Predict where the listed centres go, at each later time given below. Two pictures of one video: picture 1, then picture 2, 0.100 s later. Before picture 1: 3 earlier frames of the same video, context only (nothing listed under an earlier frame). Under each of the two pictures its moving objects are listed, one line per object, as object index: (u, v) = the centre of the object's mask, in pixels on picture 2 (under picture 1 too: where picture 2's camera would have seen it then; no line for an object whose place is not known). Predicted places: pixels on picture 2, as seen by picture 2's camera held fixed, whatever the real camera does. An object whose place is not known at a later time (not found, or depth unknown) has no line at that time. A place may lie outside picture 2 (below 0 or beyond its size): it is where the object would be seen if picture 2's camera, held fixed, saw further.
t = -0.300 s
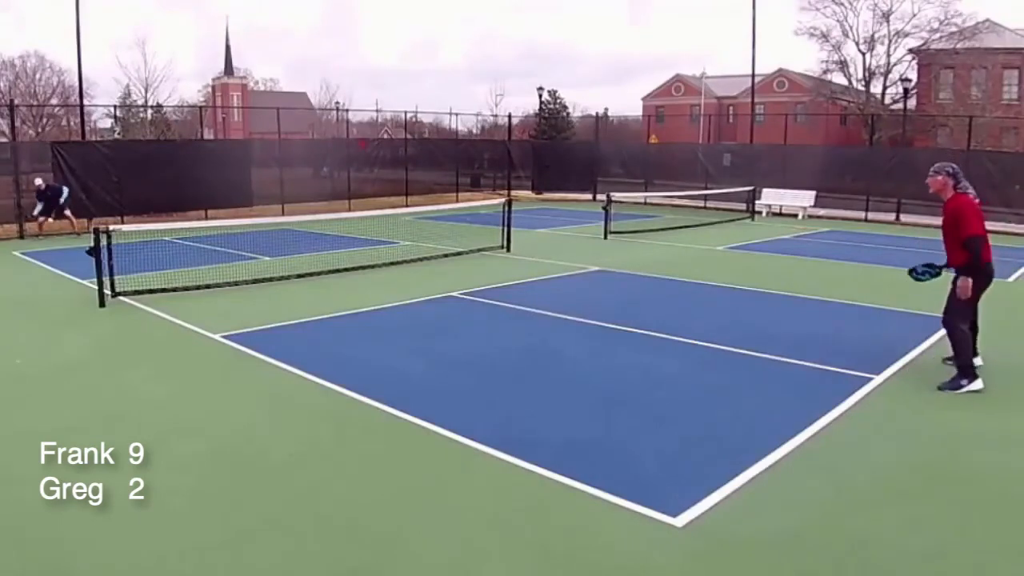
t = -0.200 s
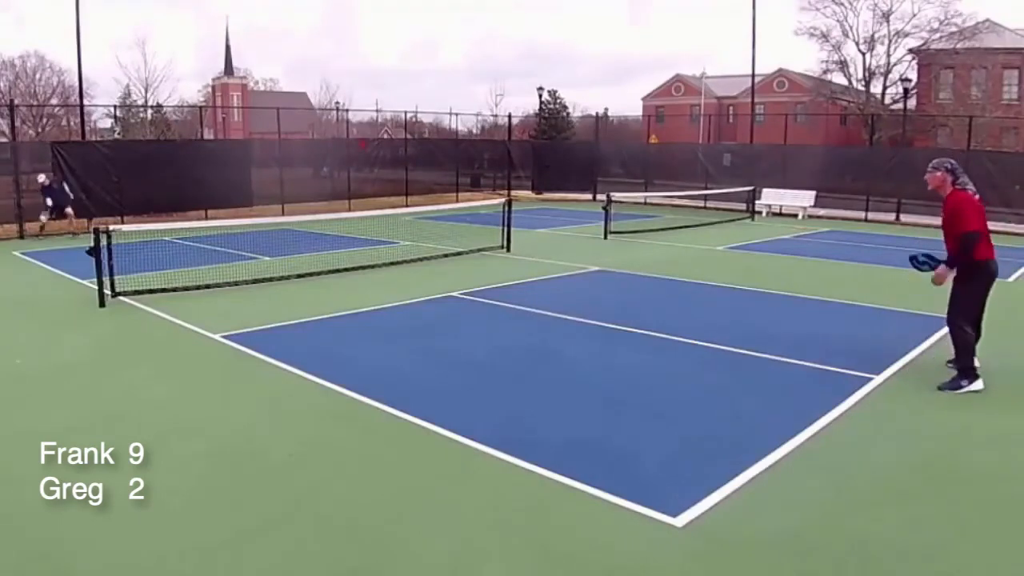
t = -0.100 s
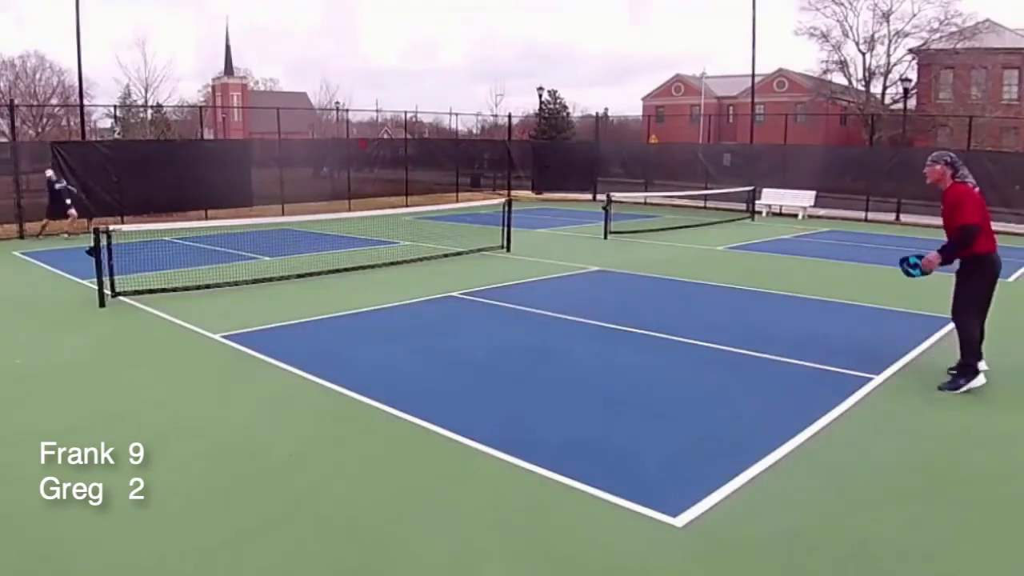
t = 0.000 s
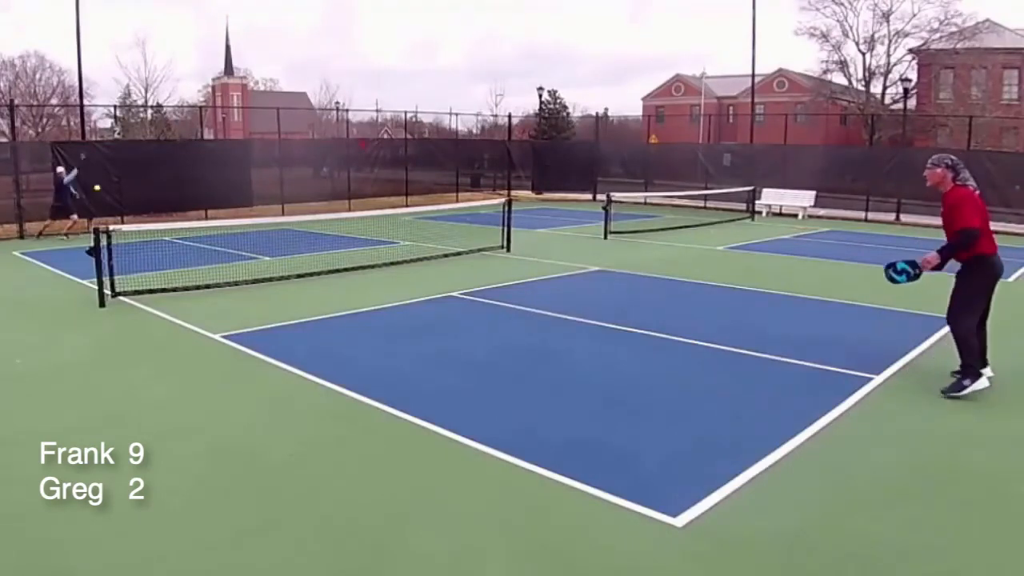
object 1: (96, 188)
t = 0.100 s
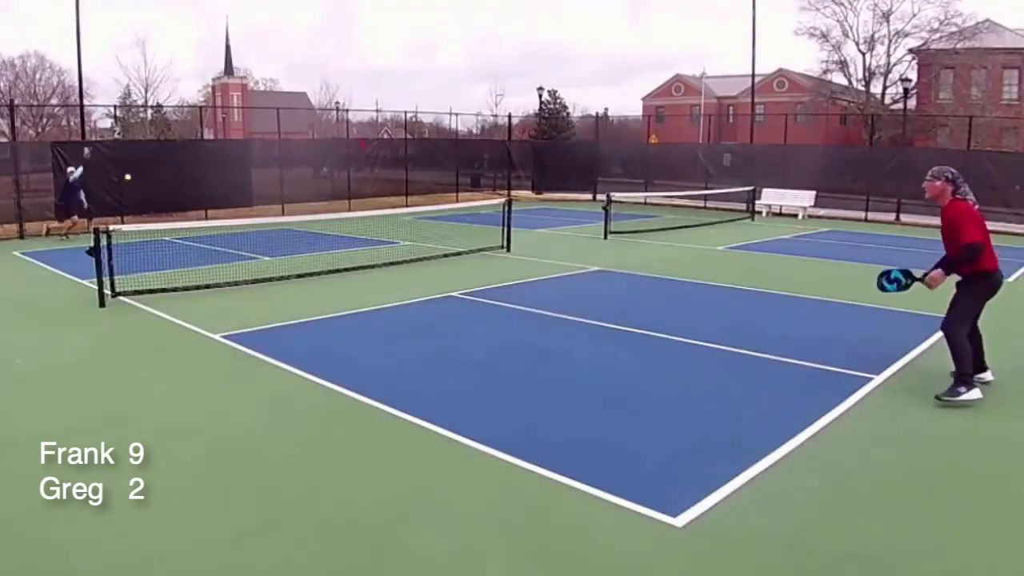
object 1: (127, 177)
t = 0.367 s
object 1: (231, 173)
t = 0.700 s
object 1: (442, 271)
